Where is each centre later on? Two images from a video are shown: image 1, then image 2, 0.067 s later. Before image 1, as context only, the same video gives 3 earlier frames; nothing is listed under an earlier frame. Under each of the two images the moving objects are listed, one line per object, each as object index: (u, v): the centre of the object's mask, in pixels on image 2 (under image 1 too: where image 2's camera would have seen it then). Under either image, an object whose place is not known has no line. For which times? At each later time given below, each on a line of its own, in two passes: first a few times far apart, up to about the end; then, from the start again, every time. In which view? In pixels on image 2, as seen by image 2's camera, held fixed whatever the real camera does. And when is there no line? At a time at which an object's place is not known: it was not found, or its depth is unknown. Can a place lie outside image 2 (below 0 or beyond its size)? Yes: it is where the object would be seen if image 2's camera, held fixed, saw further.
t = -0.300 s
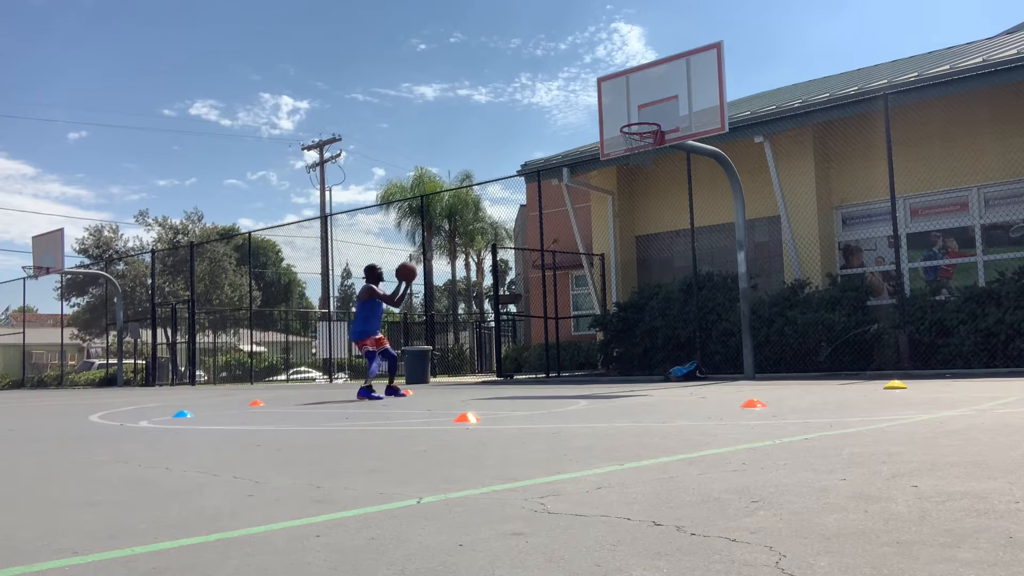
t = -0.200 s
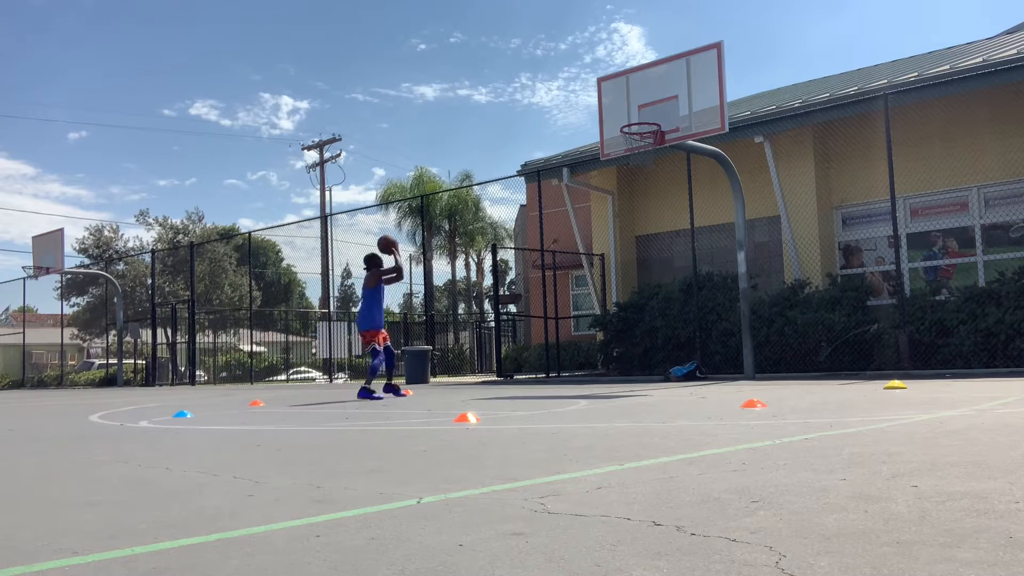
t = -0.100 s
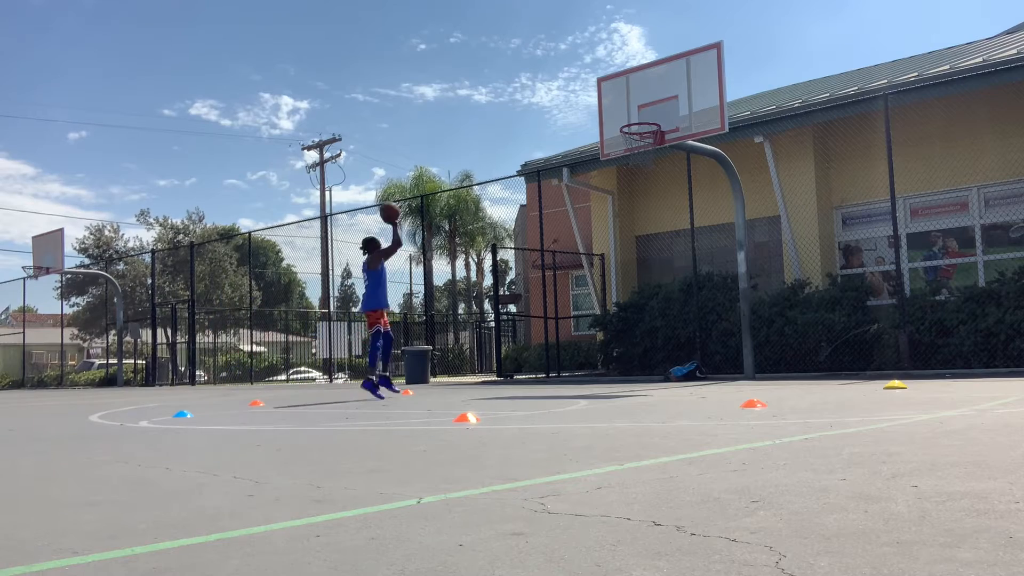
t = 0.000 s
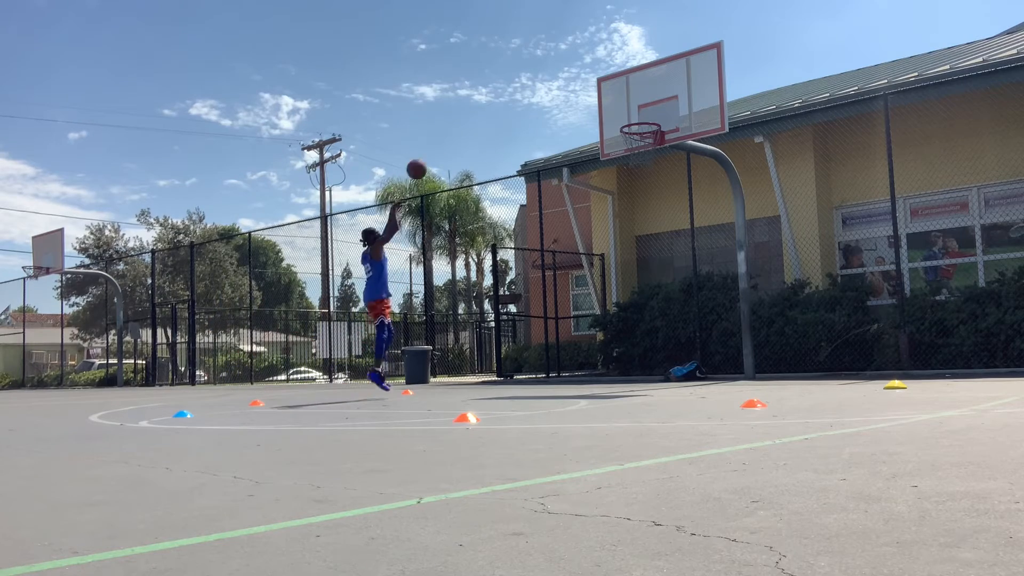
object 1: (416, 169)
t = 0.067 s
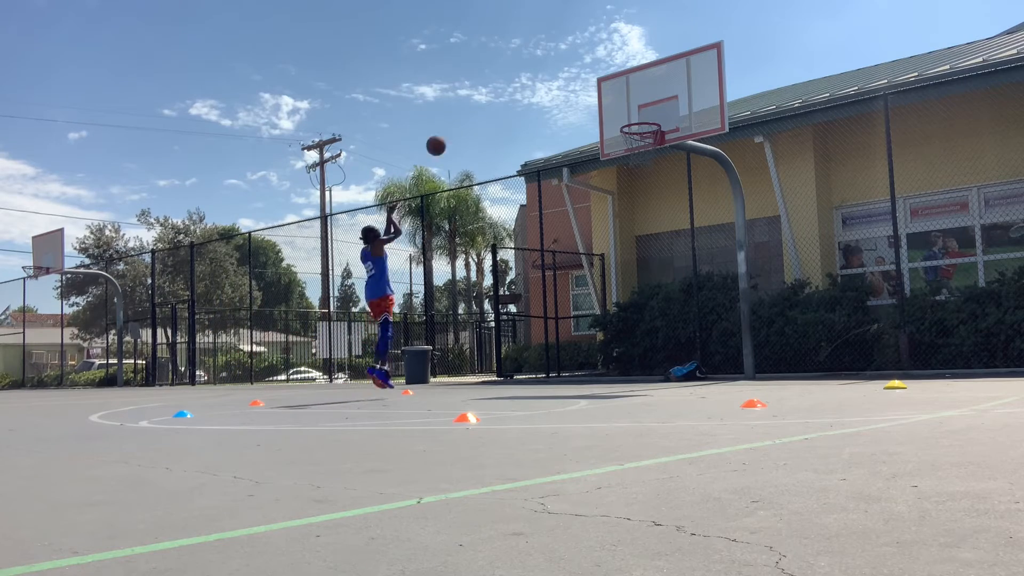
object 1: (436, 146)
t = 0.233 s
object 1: (484, 102)
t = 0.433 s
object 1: (543, 80)
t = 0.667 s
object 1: (613, 95)
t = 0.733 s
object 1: (633, 107)
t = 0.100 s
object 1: (445, 135)
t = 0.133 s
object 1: (455, 126)
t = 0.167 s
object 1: (465, 117)
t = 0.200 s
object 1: (475, 109)
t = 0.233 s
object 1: (484, 102)
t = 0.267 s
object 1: (494, 96)
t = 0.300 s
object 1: (504, 91)
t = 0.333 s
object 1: (513, 87)
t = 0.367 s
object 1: (523, 84)
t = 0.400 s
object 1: (533, 82)
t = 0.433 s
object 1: (543, 80)
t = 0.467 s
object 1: (553, 80)
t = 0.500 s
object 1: (563, 80)
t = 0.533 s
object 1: (573, 81)
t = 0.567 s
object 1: (583, 83)
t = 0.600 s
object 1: (593, 86)
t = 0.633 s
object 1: (603, 90)
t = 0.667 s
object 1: (613, 95)
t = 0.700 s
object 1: (623, 101)
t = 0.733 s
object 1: (633, 107)
